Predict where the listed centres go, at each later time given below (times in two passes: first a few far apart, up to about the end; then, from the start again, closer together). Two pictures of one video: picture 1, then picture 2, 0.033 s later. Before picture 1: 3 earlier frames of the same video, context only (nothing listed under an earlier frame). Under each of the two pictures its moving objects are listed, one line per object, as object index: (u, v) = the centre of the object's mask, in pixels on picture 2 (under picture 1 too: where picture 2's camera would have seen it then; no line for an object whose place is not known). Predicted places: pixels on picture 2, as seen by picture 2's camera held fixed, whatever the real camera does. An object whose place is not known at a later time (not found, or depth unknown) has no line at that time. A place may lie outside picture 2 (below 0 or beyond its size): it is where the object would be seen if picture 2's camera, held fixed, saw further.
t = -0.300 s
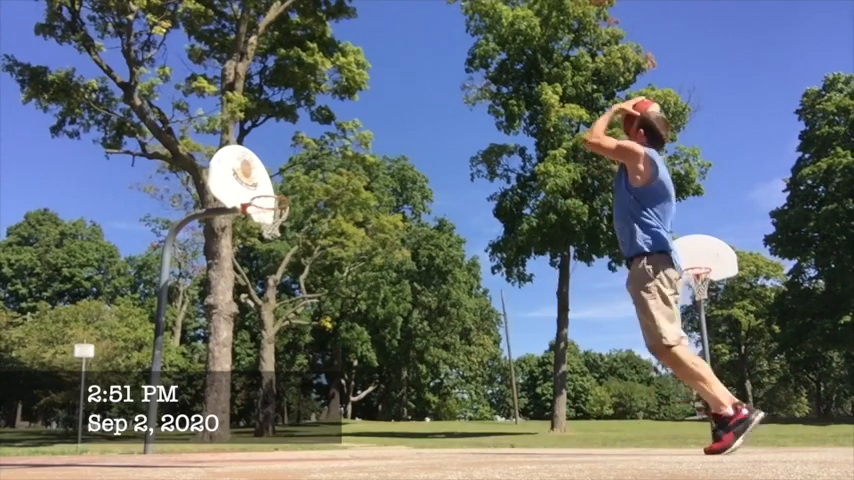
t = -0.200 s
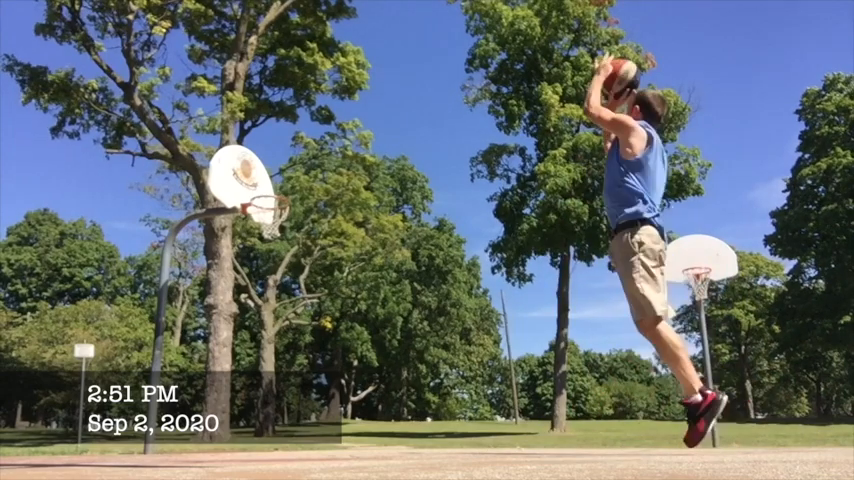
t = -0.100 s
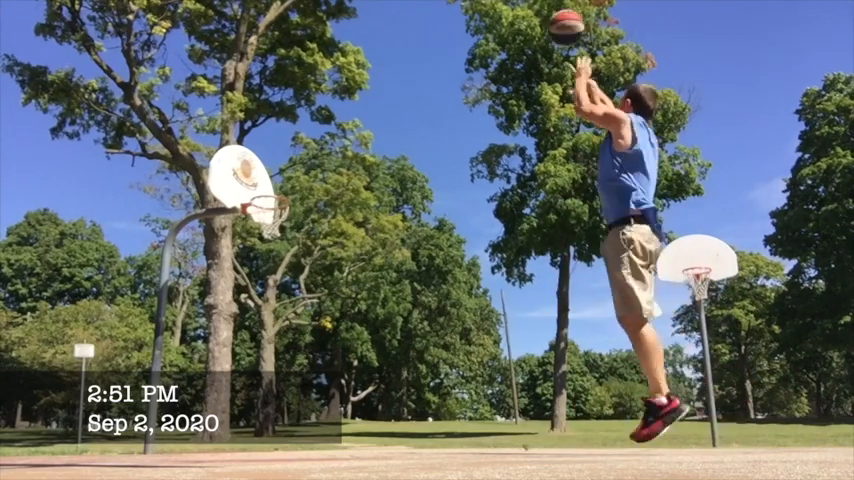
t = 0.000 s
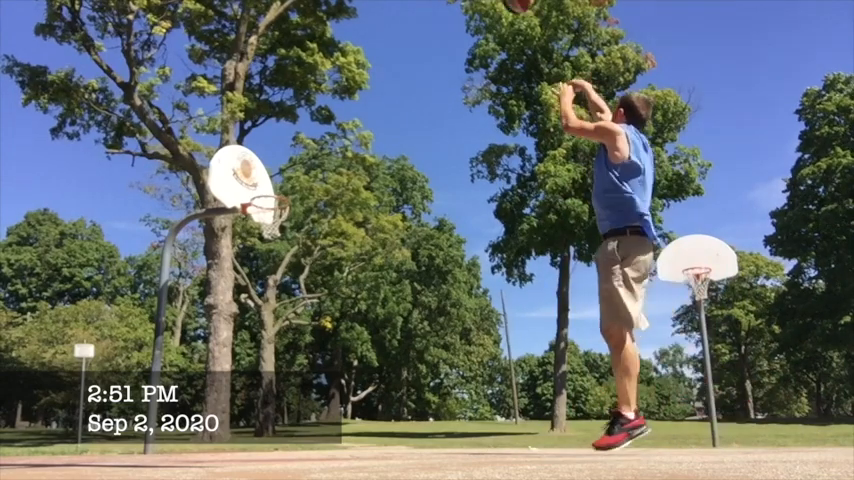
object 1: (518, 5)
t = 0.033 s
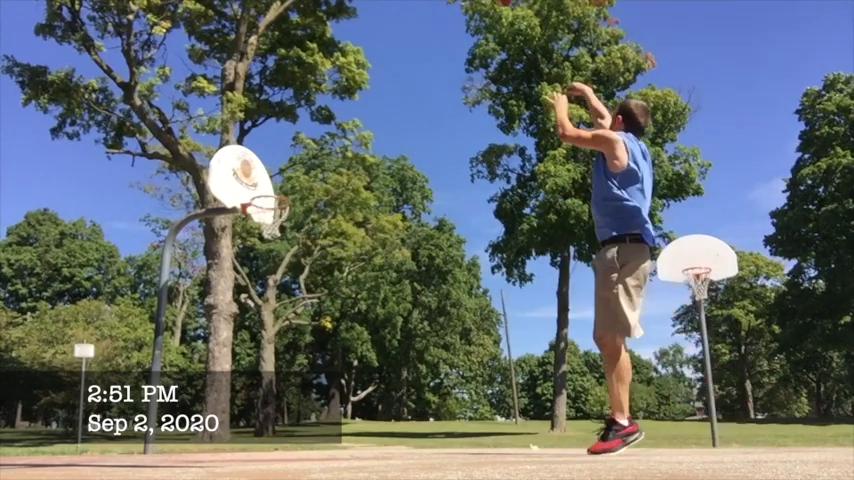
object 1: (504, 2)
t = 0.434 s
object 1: (391, 5)
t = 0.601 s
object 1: (359, 37)
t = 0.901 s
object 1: (311, 141)
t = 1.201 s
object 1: (361, 227)
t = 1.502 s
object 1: (474, 328)
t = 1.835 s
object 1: (583, 386)
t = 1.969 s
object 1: (617, 347)
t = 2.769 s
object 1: (840, 384)
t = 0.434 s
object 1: (391, 5)
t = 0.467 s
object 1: (384, 8)
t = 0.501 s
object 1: (378, 12)
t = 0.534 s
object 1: (371, 19)
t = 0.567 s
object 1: (365, 28)
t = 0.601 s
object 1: (359, 37)
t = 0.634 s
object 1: (353, 46)
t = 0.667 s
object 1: (346, 56)
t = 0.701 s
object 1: (341, 66)
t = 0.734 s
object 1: (336, 77)
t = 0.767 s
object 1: (331, 89)
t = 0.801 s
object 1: (326, 102)
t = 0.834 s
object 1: (321, 115)
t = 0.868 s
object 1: (316, 128)
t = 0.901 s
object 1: (311, 141)
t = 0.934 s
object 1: (308, 155)
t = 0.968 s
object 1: (303, 171)
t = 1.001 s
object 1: (297, 187)
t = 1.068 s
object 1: (311, 203)
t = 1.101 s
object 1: (324, 208)
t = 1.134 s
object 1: (337, 213)
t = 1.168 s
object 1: (349, 220)
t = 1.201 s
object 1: (361, 227)
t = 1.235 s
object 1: (374, 234)
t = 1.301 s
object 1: (399, 253)
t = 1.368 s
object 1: (424, 276)
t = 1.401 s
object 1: (436, 286)
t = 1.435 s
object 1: (448, 299)
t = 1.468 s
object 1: (461, 312)
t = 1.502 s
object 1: (474, 328)
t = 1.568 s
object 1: (499, 360)
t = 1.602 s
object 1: (509, 378)
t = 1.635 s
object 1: (523, 395)
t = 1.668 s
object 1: (535, 414)
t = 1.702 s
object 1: (547, 435)
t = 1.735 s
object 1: (556, 431)
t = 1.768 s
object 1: (566, 415)
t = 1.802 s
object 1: (575, 399)
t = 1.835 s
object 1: (583, 386)
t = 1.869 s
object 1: (594, 375)
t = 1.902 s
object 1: (602, 365)
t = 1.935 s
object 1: (610, 356)
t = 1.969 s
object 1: (617, 347)
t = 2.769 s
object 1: (840, 384)
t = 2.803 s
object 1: (847, 396)
